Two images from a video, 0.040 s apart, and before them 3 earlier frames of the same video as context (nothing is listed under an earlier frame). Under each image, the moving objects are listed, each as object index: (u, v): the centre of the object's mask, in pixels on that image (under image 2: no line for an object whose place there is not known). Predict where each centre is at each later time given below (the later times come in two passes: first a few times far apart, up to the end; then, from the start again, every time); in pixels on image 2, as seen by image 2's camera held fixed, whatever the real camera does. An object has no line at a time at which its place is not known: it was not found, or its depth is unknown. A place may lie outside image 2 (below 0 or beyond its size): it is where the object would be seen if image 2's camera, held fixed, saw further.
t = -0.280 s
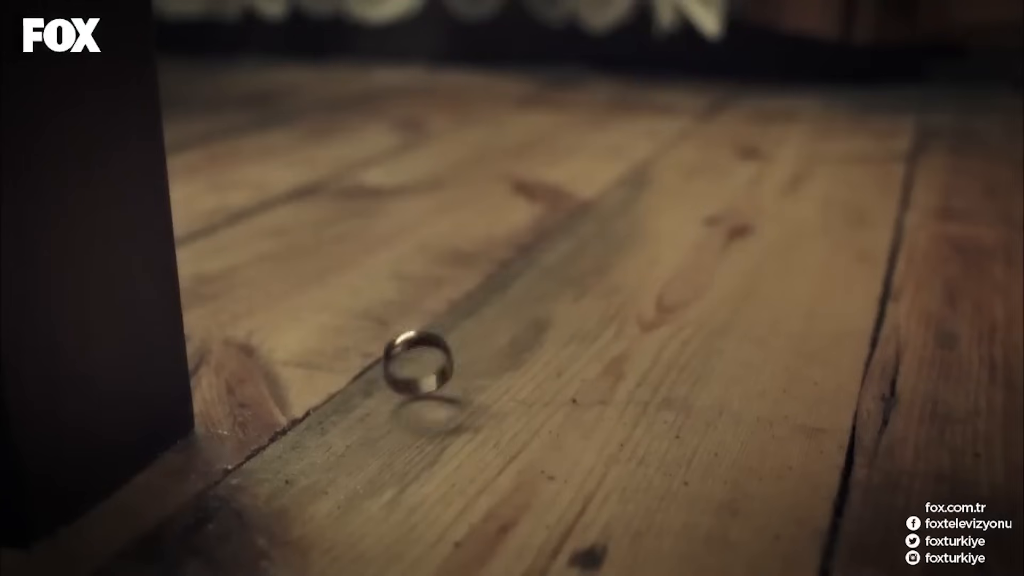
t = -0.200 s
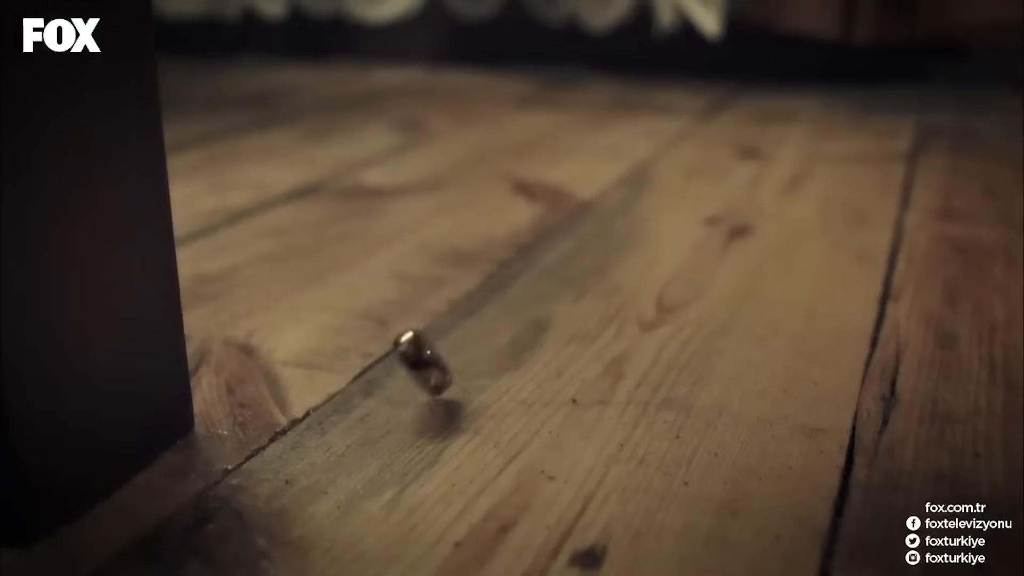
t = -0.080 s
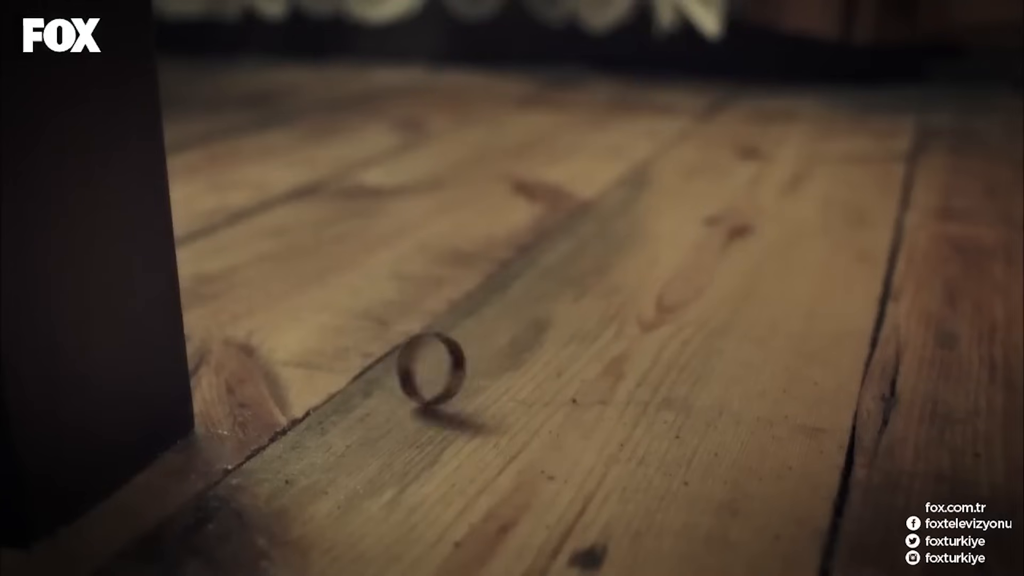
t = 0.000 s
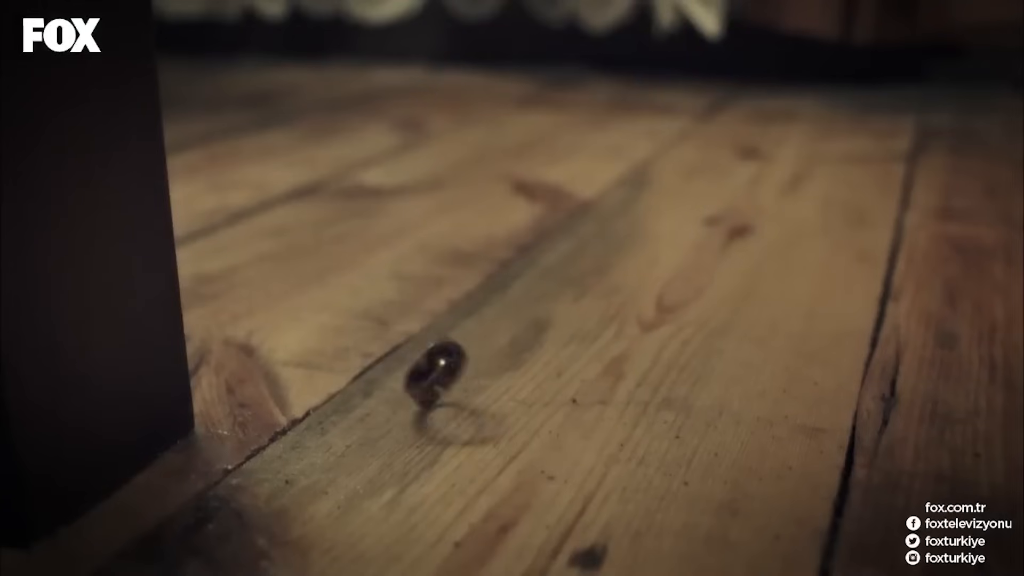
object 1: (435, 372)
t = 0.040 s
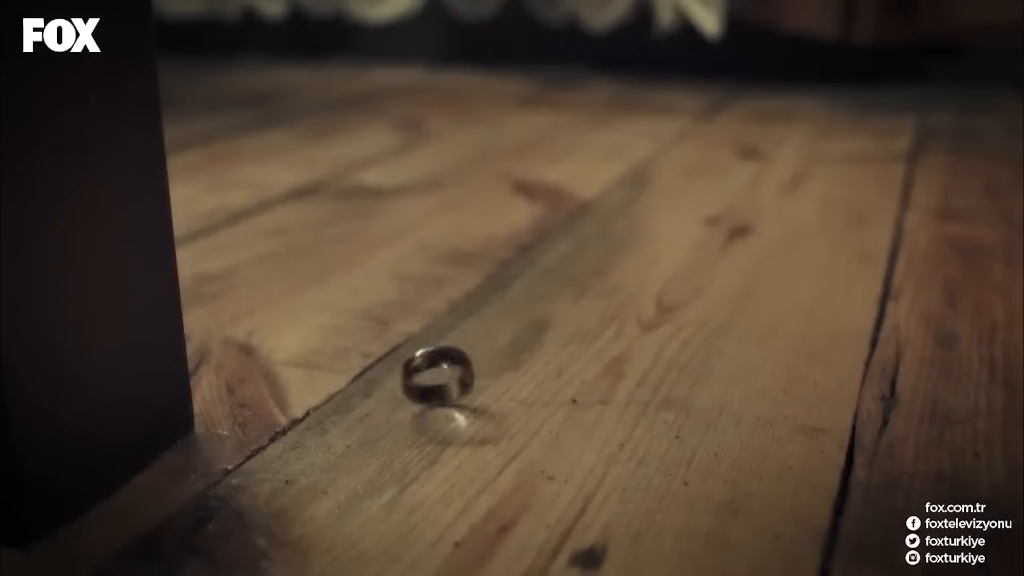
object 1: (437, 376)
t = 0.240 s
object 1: (443, 383)
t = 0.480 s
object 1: (445, 393)
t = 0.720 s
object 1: (439, 401)
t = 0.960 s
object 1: (429, 406)
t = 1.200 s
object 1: (409, 406)
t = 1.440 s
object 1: (400, 414)
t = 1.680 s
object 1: (387, 407)
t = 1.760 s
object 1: (381, 407)
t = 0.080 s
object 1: (440, 378)
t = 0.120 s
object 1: (441, 381)
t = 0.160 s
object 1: (442, 381)
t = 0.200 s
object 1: (442, 381)
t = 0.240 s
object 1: (443, 383)
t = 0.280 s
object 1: (443, 386)
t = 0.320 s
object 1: (444, 385)
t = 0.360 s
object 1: (445, 387)
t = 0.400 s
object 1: (446, 390)
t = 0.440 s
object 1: (445, 393)
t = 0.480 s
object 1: (445, 393)
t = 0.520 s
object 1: (445, 393)
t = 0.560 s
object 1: (444, 393)
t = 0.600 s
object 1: (443, 396)
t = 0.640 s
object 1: (441, 397)
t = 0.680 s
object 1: (440, 399)
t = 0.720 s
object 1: (439, 401)
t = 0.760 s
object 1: (437, 406)
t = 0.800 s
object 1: (436, 407)
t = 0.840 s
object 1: (435, 407)
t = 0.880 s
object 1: (434, 405)
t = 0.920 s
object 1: (431, 406)
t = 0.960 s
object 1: (429, 406)
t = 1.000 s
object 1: (427, 407)
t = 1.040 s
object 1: (425, 407)
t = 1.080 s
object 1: (421, 411)
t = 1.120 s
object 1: (420, 414)
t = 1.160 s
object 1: (417, 416)
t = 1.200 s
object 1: (409, 406)
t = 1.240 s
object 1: (413, 414)
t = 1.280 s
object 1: (410, 413)
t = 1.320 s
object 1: (408, 412)
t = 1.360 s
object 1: (406, 411)
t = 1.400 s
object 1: (402, 413)
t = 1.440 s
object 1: (400, 414)
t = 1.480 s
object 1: (398, 414)
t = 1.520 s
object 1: (396, 414)
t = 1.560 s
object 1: (394, 411)
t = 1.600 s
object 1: (391, 410)
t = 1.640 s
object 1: (389, 408)
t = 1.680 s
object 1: (387, 407)
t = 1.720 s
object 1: (384, 408)
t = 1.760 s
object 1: (381, 407)
